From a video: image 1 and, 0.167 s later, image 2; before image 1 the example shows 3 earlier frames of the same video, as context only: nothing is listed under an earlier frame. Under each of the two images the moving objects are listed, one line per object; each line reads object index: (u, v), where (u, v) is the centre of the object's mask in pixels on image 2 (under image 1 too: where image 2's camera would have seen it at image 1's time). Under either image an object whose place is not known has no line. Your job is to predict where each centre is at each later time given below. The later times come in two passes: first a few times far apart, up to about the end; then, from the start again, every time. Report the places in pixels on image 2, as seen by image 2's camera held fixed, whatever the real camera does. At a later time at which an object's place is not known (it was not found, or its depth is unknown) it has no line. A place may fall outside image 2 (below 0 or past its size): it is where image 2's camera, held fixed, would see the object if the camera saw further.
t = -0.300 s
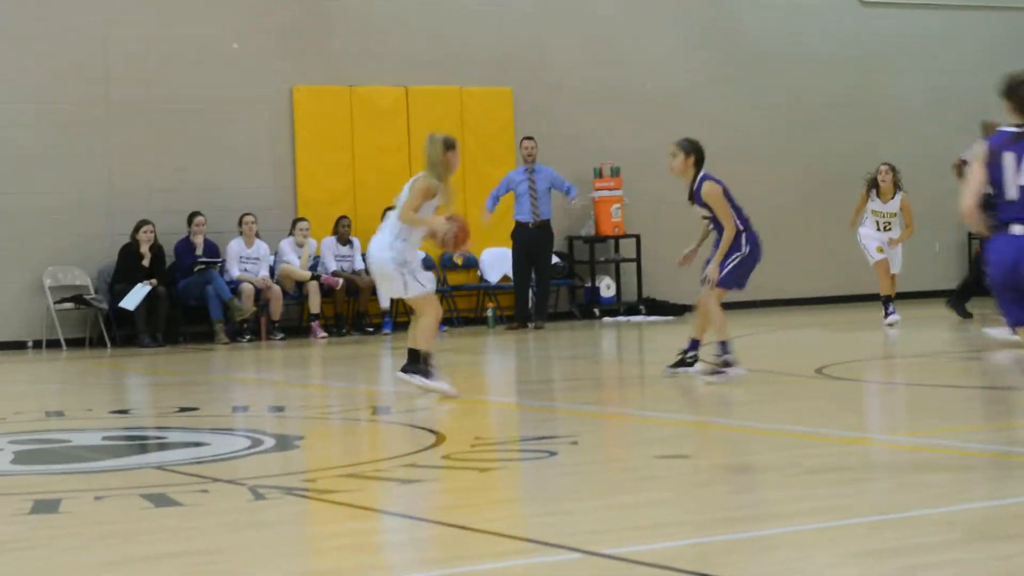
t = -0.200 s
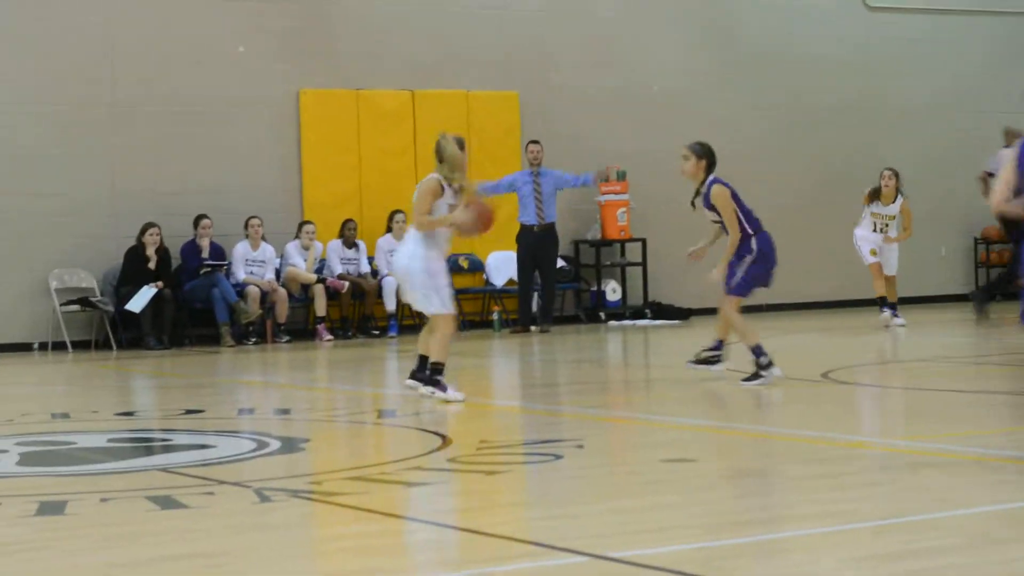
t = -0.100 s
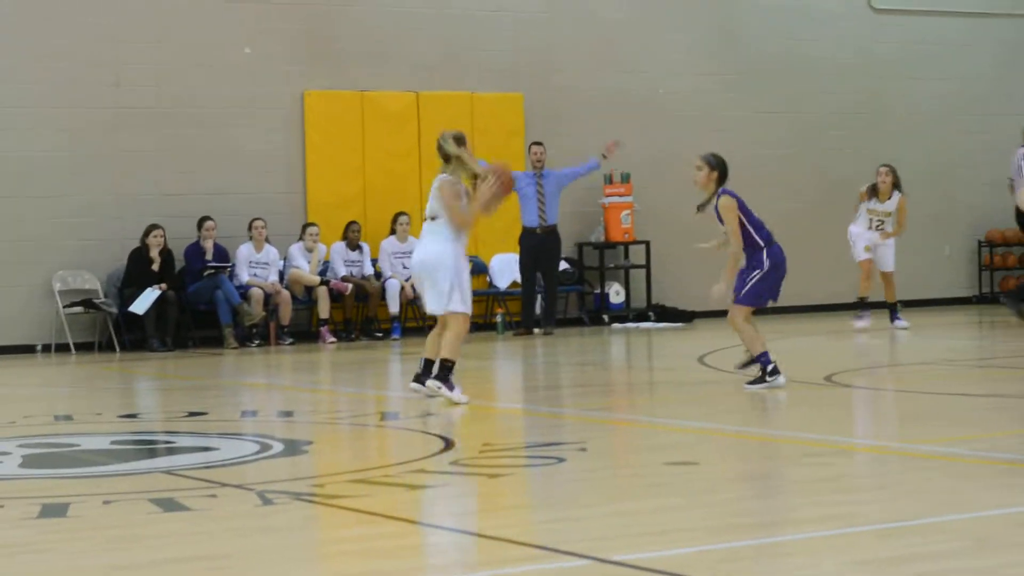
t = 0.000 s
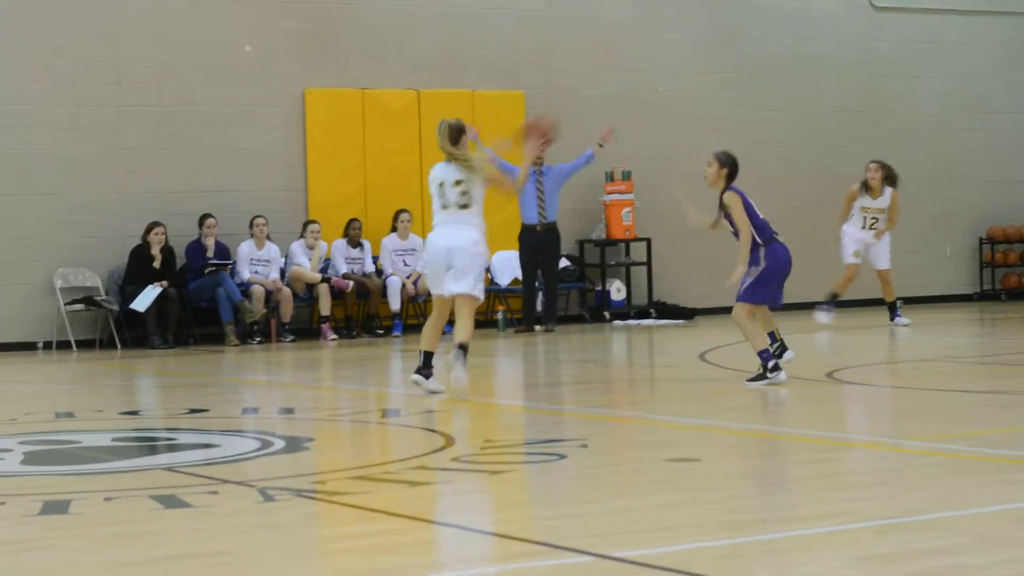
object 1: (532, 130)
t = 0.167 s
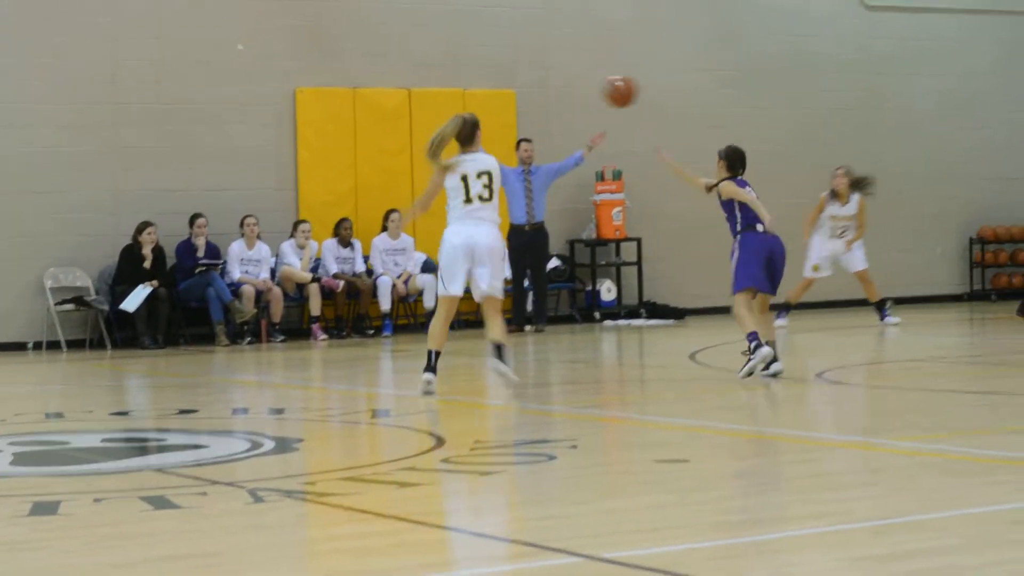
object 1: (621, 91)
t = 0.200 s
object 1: (637, 89)
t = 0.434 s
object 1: (741, 105)
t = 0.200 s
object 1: (637, 89)
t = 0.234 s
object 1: (654, 87)
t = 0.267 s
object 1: (670, 87)
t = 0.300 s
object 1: (684, 88)
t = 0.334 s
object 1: (699, 90)
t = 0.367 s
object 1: (714, 95)
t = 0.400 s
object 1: (728, 99)
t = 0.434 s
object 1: (741, 105)
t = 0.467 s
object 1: (755, 112)
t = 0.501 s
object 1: (768, 120)
